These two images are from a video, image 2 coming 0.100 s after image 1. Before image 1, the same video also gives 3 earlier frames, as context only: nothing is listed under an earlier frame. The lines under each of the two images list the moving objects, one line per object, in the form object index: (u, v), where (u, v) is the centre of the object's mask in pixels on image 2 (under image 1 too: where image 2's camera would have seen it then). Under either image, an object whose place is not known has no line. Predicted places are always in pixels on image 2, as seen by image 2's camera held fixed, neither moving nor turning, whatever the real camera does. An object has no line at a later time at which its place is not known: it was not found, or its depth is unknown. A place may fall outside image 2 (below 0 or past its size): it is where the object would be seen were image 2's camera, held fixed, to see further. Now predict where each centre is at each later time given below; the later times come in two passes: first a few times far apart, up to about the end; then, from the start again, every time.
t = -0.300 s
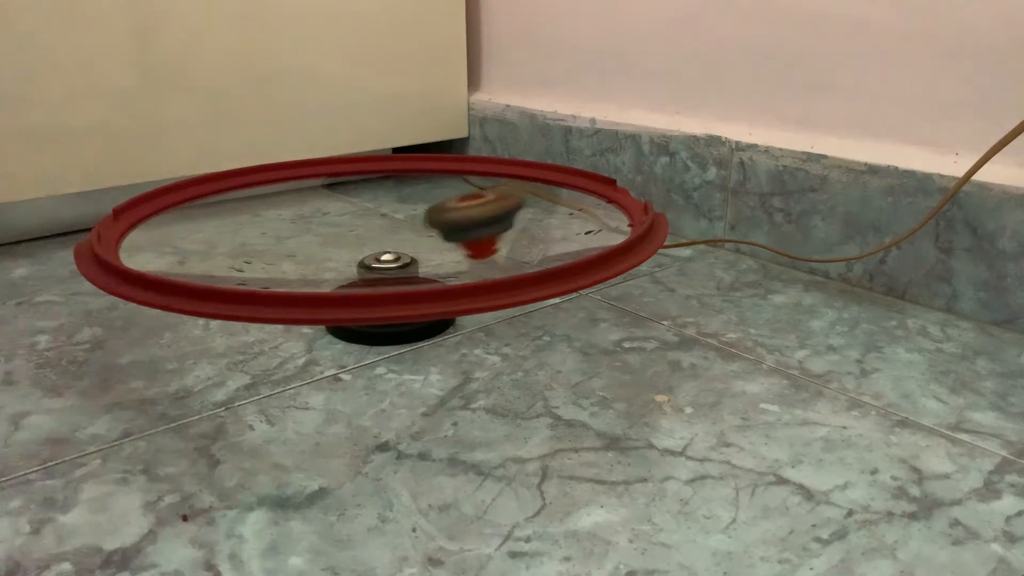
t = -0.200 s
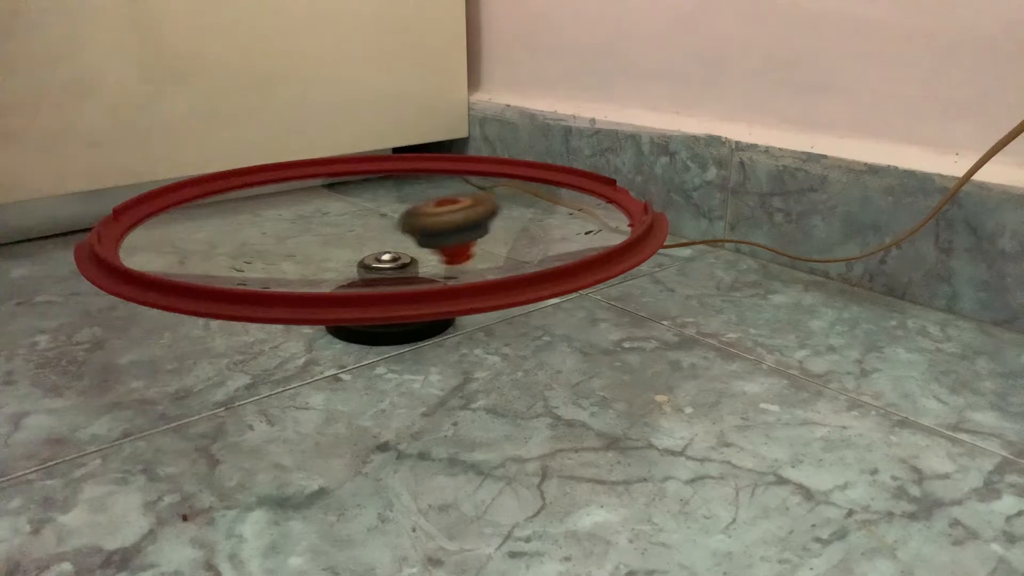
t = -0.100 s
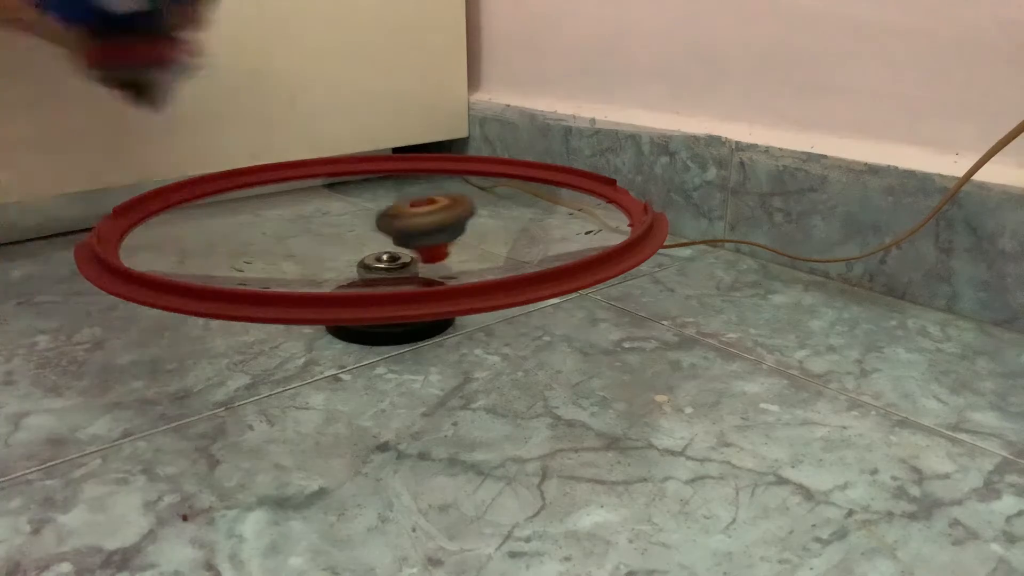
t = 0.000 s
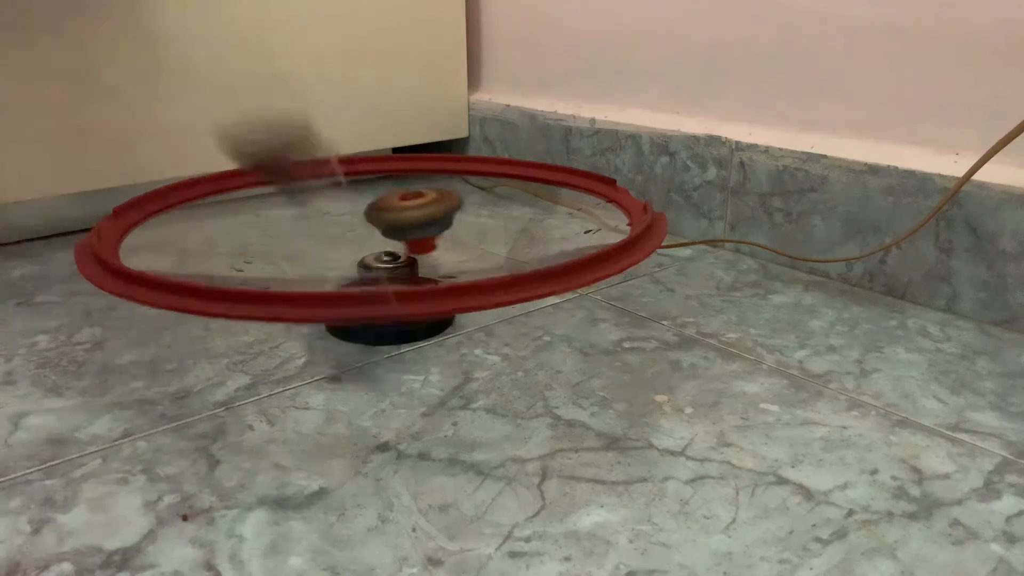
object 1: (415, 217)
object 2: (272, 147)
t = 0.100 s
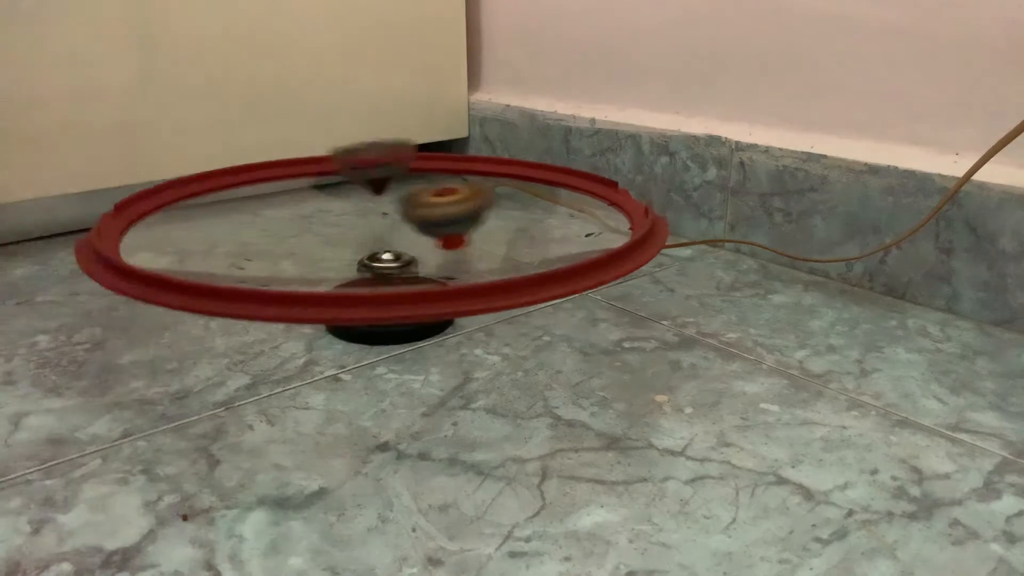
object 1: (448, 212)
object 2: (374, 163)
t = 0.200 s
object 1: (484, 213)
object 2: (411, 149)
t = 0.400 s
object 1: (463, 222)
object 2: (362, 169)
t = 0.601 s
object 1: (398, 224)
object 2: (264, 226)
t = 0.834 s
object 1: (435, 216)
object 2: (396, 250)
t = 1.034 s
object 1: (422, 220)
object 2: (537, 212)
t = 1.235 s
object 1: (424, 212)
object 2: (468, 171)
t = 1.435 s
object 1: (414, 215)
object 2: (305, 174)
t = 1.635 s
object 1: (414, 216)
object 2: (203, 217)
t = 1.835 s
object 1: (418, 216)
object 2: (350, 251)
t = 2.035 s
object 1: (416, 219)
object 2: (539, 215)
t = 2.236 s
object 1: (418, 220)
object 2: (488, 173)
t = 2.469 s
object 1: (418, 222)
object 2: (299, 170)
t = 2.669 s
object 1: (417, 223)
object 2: (196, 221)
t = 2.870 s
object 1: (420, 215)
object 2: (380, 251)
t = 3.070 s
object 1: (414, 225)
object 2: (550, 211)
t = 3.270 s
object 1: (413, 226)
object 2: (485, 171)
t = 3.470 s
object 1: (409, 227)
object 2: (319, 169)
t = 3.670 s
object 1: (402, 229)
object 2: (217, 215)
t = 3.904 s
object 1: (393, 240)
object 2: (388, 249)
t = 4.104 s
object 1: (382, 232)
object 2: (550, 212)
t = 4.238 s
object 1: (376, 232)
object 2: (527, 184)
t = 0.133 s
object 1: (463, 212)
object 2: (391, 164)
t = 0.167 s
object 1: (475, 212)
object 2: (401, 151)
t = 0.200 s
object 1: (484, 213)
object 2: (411, 149)
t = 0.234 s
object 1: (489, 214)
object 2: (414, 145)
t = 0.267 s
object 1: (490, 215)
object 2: (411, 144)
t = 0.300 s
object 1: (488, 216)
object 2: (405, 146)
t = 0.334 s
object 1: (482, 218)
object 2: (394, 150)
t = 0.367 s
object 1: (473, 220)
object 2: (378, 159)
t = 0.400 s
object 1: (463, 222)
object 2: (362, 169)
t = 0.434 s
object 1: (451, 223)
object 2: (345, 179)
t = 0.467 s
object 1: (439, 225)
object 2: (325, 190)
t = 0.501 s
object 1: (426, 226)
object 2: (305, 200)
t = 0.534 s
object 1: (413, 227)
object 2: (287, 210)
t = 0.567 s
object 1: (403, 225)
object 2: (271, 219)
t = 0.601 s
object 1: (398, 224)
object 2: (264, 226)
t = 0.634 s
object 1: (397, 224)
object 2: (261, 232)
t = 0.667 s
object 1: (399, 224)
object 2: (265, 239)
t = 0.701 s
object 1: (402, 223)
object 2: (279, 244)
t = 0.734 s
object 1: (407, 223)
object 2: (298, 247)
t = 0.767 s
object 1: (414, 227)
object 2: (325, 250)
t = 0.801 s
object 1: (428, 221)
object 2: (362, 252)
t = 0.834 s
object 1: (435, 216)
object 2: (396, 250)
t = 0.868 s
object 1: (433, 232)
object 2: (430, 250)
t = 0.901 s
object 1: (453, 230)
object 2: (466, 244)
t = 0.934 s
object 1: (433, 217)
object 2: (497, 238)
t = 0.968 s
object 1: (435, 219)
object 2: (521, 229)
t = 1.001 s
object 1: (430, 220)
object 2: (531, 218)
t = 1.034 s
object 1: (422, 220)
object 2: (537, 212)
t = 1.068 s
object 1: (415, 220)
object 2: (539, 204)
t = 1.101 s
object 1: (413, 219)
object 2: (533, 198)
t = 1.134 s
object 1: (415, 217)
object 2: (522, 190)
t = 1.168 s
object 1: (418, 215)
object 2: (508, 184)
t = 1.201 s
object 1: (420, 214)
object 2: (489, 179)
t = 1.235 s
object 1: (424, 212)
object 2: (468, 171)
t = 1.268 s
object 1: (424, 211)
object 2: (439, 166)
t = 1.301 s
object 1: (423, 212)
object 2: (415, 165)
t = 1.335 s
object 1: (423, 212)
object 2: (387, 167)
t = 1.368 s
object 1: (420, 213)
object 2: (359, 170)
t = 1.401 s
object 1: (417, 214)
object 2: (333, 171)
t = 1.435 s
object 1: (414, 215)
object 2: (305, 174)
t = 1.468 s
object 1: (411, 216)
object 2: (279, 178)
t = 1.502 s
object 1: (411, 216)
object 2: (253, 184)
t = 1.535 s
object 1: (413, 215)
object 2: (232, 191)
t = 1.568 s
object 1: (414, 215)
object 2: (216, 199)
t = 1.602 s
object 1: (414, 215)
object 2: (206, 208)
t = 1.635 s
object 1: (414, 216)
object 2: (203, 217)
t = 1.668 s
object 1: (414, 217)
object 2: (207, 226)
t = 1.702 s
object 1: (413, 217)
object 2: (219, 233)
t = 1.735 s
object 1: (414, 217)
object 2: (243, 242)
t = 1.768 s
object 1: (416, 216)
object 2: (274, 247)
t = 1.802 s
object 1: (416, 216)
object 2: (312, 249)
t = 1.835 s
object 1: (418, 216)
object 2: (350, 251)
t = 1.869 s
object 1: (417, 207)
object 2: (395, 249)
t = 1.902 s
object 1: (413, 206)
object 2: (435, 246)
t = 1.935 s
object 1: (410, 214)
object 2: (474, 241)
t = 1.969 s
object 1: (415, 218)
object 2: (505, 232)
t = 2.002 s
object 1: (416, 218)
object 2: (525, 226)
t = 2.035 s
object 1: (416, 219)
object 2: (539, 215)
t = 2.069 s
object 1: (417, 219)
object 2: (546, 207)
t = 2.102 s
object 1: (417, 219)
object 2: (545, 199)
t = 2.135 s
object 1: (417, 219)
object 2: (538, 190)
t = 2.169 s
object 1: (417, 220)
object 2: (527, 184)
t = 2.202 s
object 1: (418, 220)
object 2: (508, 178)
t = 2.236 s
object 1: (418, 220)
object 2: (488, 173)
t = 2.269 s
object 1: (418, 220)
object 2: (464, 168)
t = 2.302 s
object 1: (418, 220)
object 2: (440, 164)
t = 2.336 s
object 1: (418, 221)
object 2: (413, 163)
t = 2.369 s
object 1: (418, 221)
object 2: (386, 163)
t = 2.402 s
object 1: (418, 221)
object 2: (355, 166)
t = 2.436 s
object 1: (418, 221)
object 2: (327, 167)
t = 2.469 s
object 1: (418, 222)
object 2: (299, 170)
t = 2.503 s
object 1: (418, 222)
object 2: (272, 176)
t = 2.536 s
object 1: (417, 222)
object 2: (247, 183)
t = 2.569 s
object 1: (417, 222)
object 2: (225, 192)
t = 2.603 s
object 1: (418, 222)
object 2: (206, 199)
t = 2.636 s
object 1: (417, 223)
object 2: (201, 210)
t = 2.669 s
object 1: (417, 223)
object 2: (196, 221)
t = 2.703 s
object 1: (417, 223)
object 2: (210, 230)
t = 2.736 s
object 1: (417, 223)
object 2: (222, 239)
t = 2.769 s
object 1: (417, 223)
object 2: (251, 247)
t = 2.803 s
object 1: (417, 223)
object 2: (288, 250)
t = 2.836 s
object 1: (416, 224)
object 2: (332, 252)
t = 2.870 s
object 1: (420, 215)
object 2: (380, 251)
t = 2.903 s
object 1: (413, 215)
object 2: (421, 249)
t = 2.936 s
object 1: (409, 219)
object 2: (460, 245)
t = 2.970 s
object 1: (414, 225)
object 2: (496, 237)
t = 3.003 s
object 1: (415, 225)
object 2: (521, 229)
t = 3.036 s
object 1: (415, 225)
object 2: (540, 221)
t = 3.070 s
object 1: (414, 225)
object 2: (550, 211)
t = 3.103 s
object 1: (414, 225)
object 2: (554, 204)
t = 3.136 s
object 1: (414, 225)
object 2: (552, 194)
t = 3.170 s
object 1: (413, 225)
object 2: (541, 187)
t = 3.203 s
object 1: (413, 225)
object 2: (526, 181)
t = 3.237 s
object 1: (413, 226)
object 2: (508, 176)
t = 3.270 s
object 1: (413, 226)
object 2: (485, 171)
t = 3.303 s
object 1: (412, 226)
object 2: (459, 167)
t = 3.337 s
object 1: (412, 226)
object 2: (431, 165)
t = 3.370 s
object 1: (411, 227)
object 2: (404, 165)
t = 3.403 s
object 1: (411, 227)
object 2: (377, 164)
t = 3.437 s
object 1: (410, 227)
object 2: (349, 166)
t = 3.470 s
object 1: (409, 227)
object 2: (319, 169)
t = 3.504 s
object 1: (408, 228)
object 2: (293, 173)
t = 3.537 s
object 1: (407, 229)
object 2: (269, 179)
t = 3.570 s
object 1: (406, 228)
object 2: (248, 187)
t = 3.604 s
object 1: (405, 229)
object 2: (233, 195)
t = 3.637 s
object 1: (403, 229)
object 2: (221, 205)
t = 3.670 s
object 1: (402, 229)
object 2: (217, 215)
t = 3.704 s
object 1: (401, 229)
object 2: (208, 227)
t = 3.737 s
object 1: (400, 230)
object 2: (218, 235)
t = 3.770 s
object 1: (398, 230)
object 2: (248, 242)
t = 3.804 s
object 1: (397, 230)
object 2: (266, 248)
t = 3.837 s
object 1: (396, 232)
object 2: (300, 250)
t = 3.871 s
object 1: (403, 229)
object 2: (349, 252)
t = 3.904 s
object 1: (393, 240)
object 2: (388, 249)
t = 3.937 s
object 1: (412, 239)
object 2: (425, 250)
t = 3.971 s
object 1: (385, 232)
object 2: (468, 241)
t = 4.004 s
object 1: (387, 232)
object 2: (492, 235)
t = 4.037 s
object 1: (385, 232)
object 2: (522, 227)
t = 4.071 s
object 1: (384, 232)
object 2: (541, 219)
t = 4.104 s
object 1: (382, 232)
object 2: (550, 212)
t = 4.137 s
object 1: (381, 233)
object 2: (552, 205)
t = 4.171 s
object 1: (379, 232)
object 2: (550, 196)
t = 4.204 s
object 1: (377, 232)
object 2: (542, 189)
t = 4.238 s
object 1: (376, 232)
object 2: (527, 184)
